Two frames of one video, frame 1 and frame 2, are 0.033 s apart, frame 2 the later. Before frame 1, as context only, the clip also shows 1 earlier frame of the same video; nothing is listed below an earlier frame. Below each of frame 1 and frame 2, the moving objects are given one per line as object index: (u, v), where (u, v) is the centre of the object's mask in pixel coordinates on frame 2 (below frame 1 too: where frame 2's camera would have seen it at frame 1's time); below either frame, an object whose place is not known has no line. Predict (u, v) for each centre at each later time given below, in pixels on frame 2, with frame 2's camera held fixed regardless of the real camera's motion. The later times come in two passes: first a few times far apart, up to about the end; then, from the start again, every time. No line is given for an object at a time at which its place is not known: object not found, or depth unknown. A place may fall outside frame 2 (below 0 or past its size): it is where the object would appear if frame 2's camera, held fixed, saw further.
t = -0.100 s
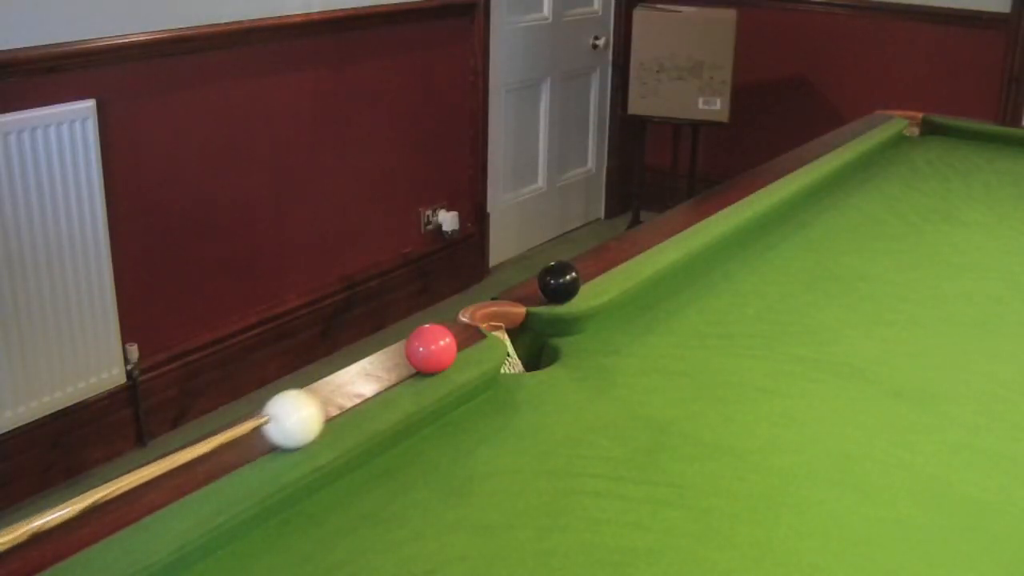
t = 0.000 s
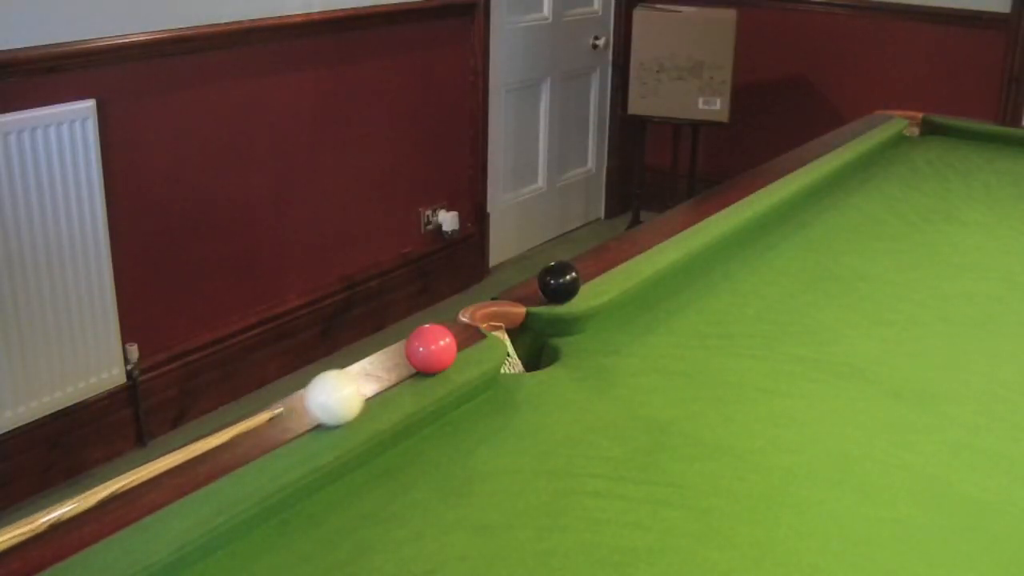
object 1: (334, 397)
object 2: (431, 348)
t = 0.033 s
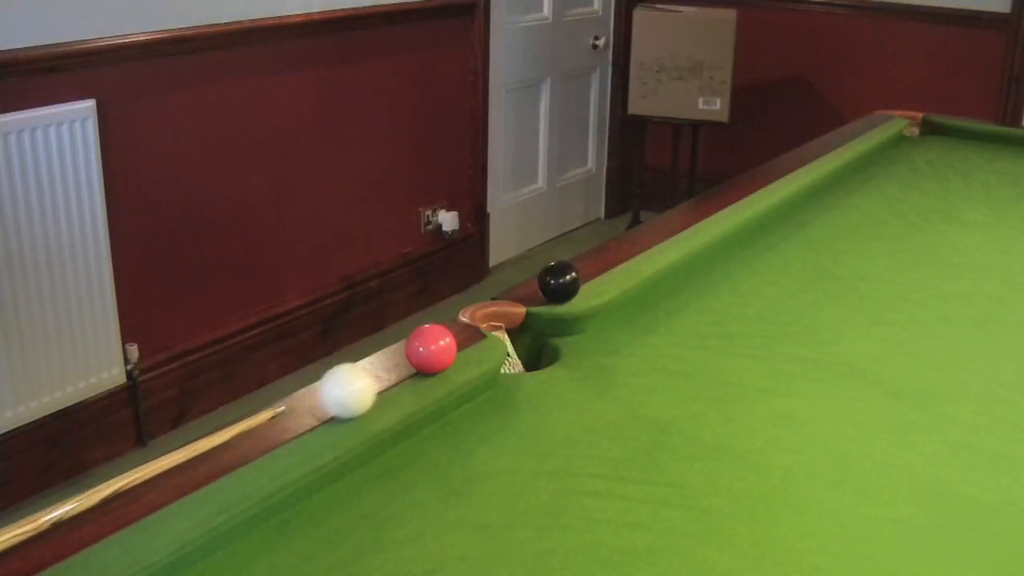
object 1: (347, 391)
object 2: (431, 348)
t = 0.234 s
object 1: (402, 364)
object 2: (446, 341)
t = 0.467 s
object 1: (414, 357)
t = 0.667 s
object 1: (423, 353)
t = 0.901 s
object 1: (428, 350)
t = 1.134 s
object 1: (430, 349)
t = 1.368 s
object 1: (431, 348)
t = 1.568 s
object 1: (431, 349)
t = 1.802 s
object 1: (431, 349)
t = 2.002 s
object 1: (431, 348)
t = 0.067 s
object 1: (359, 384)
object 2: (431, 348)
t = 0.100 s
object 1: (372, 378)
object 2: (431, 348)
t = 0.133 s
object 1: (385, 372)
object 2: (432, 348)
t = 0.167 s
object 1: (396, 366)
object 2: (435, 346)
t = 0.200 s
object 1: (399, 365)
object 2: (440, 344)
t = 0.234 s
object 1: (402, 364)
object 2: (446, 341)
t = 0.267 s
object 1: (404, 363)
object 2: (451, 339)
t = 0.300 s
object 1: (406, 362)
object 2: (458, 336)
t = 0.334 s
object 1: (408, 361)
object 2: (464, 333)
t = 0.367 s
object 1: (410, 360)
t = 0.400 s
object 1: (411, 359)
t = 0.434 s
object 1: (413, 358)
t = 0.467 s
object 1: (414, 357)
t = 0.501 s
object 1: (416, 356)
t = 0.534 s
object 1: (417, 355)
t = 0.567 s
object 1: (419, 355)
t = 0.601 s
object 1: (421, 354)
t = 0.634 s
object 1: (422, 354)
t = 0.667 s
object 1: (423, 353)
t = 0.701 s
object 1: (424, 353)
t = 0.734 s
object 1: (425, 352)
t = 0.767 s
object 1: (426, 352)
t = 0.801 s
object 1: (426, 351)
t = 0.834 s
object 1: (427, 351)
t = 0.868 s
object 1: (427, 351)
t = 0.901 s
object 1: (428, 350)
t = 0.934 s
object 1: (428, 350)
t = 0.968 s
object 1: (428, 350)
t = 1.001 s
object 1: (429, 349)
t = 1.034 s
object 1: (429, 349)
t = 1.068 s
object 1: (430, 349)
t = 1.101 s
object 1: (430, 349)
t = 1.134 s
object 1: (430, 349)
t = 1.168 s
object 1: (431, 349)
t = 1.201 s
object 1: (431, 349)
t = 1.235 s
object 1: (431, 349)
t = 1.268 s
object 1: (431, 348)
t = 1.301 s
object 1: (431, 348)
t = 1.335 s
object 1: (431, 348)
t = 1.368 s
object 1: (431, 348)
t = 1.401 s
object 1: (431, 348)
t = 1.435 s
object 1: (431, 348)
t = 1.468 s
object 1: (431, 348)
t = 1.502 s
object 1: (431, 348)
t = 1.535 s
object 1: (431, 348)
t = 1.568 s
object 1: (431, 349)
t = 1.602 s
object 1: (431, 348)
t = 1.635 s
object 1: (431, 348)
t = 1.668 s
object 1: (431, 348)
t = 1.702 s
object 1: (431, 348)
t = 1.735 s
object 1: (431, 348)
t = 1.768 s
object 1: (431, 348)
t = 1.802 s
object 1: (431, 349)
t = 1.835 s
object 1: (431, 348)
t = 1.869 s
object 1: (431, 348)
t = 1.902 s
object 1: (431, 349)
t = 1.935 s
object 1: (431, 348)
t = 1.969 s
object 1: (431, 348)
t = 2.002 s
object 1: (431, 348)
